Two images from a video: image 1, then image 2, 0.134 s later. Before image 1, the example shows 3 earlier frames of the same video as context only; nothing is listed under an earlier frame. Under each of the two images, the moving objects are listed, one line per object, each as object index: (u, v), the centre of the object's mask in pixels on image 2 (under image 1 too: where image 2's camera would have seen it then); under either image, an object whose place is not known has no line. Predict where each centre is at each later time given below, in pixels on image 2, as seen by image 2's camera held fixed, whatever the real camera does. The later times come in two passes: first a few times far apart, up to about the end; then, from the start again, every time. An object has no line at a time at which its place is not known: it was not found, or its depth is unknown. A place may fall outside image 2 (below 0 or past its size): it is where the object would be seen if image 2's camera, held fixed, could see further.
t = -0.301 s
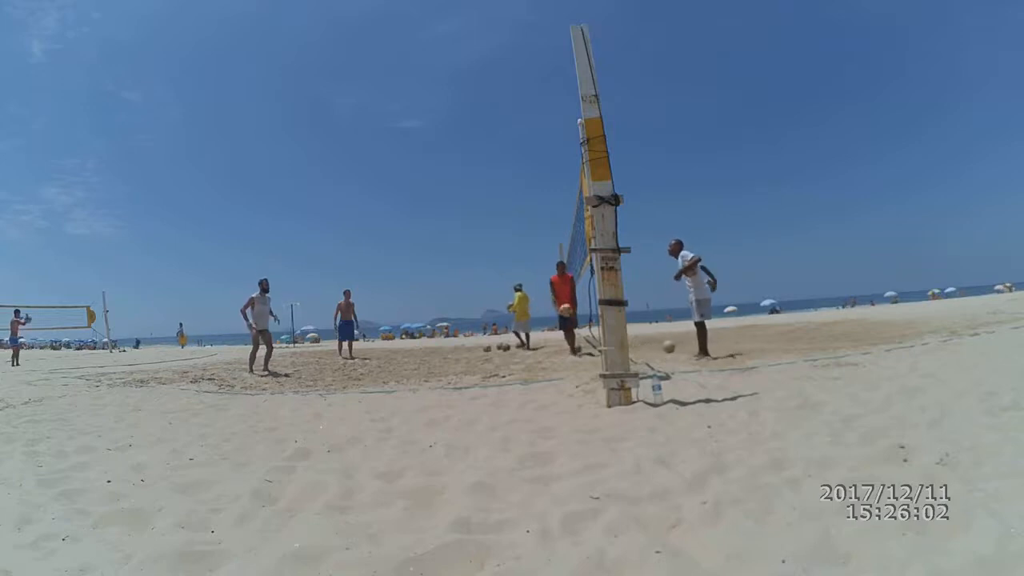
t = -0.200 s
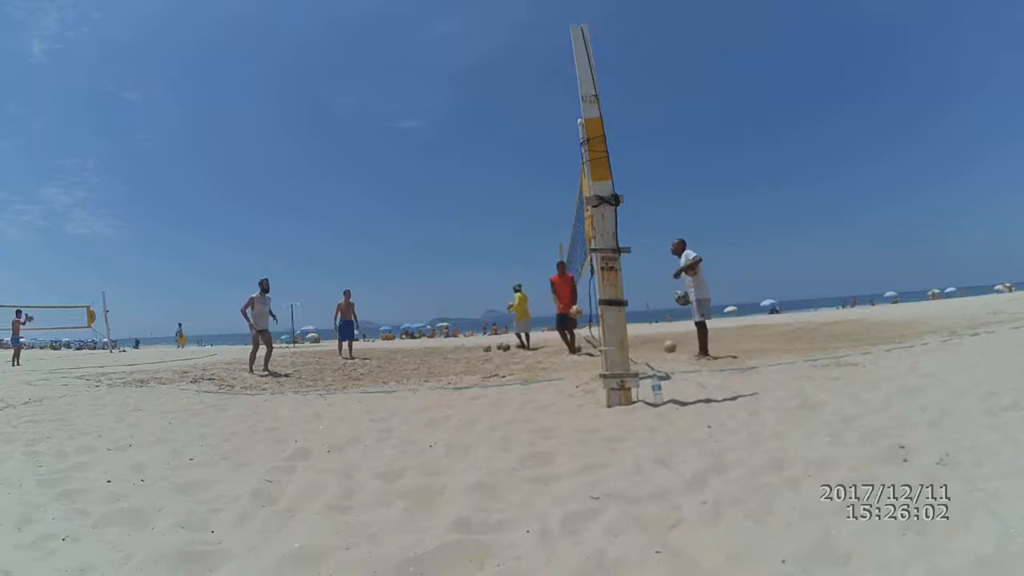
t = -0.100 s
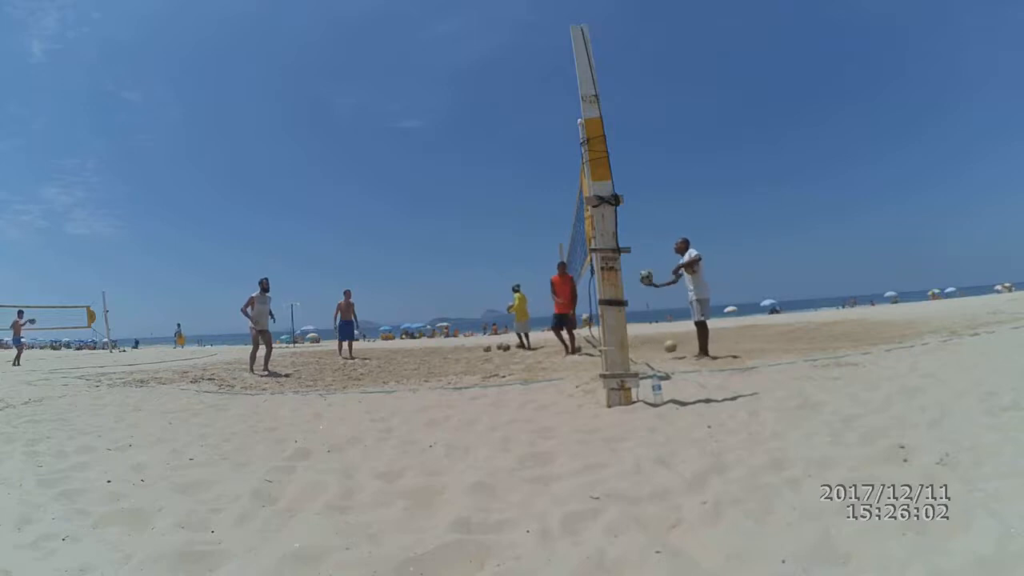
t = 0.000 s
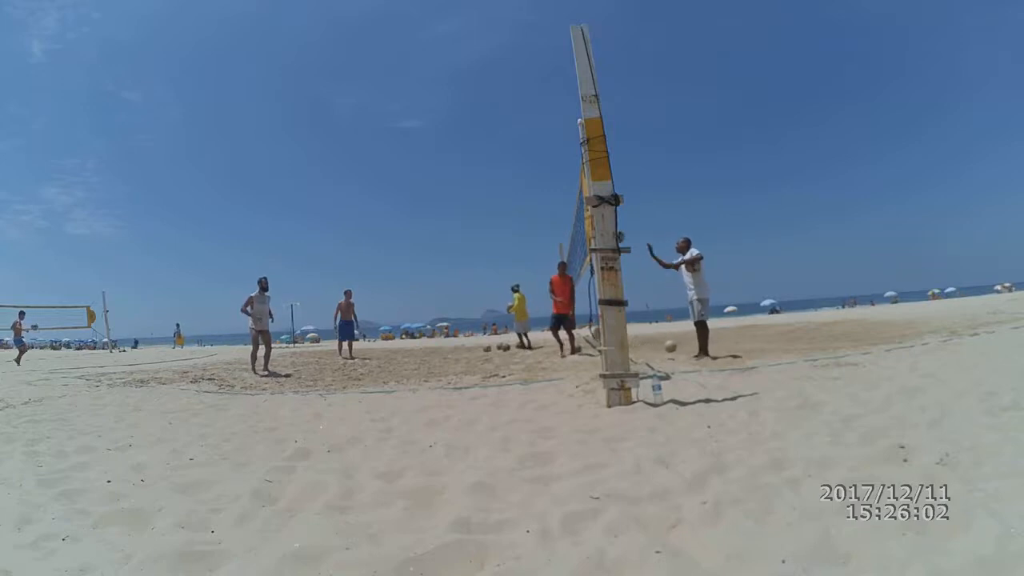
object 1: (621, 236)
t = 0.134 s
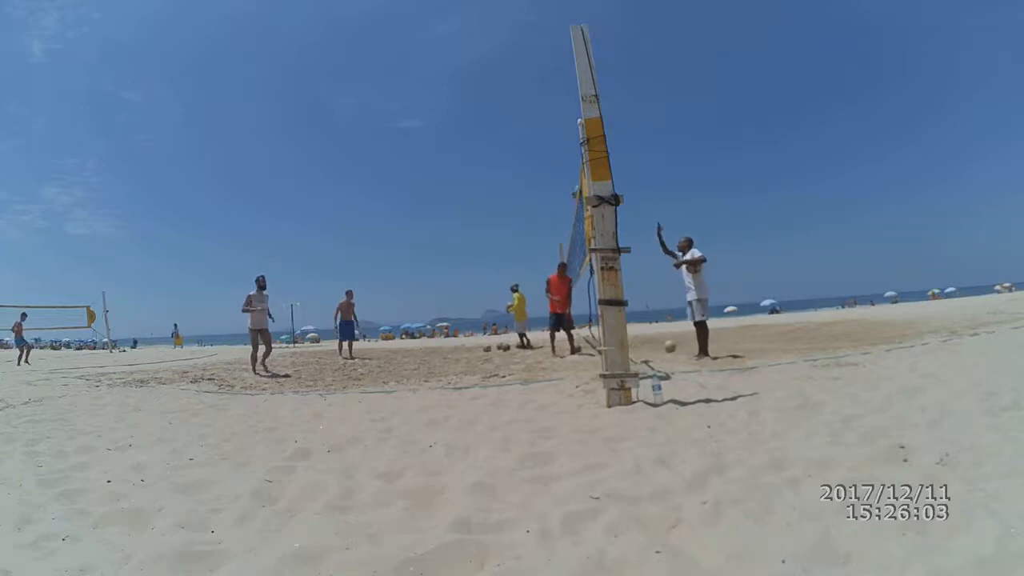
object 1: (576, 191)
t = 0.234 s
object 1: (551, 167)
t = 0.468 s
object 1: (488, 137)
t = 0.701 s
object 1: (427, 143)
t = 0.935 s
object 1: (367, 186)
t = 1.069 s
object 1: (333, 230)
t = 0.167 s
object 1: (569, 184)
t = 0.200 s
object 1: (560, 175)
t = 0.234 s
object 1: (551, 167)
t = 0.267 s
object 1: (542, 161)
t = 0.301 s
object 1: (532, 155)
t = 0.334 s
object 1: (523, 150)
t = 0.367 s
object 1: (514, 146)
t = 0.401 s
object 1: (505, 142)
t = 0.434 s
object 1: (496, 137)
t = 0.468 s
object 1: (488, 137)
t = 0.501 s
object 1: (479, 136)
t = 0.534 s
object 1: (470, 135)
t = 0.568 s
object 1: (461, 135)
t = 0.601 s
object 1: (453, 136)
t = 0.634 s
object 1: (444, 137)
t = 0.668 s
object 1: (435, 140)
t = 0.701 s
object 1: (427, 143)
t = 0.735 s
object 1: (418, 147)
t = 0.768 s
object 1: (410, 151)
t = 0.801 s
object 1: (401, 157)
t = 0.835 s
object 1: (392, 163)
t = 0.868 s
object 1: (383, 170)
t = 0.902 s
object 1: (375, 178)
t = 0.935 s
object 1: (367, 186)
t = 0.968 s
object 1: (358, 196)
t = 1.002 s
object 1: (350, 206)
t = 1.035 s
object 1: (342, 217)
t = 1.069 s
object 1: (333, 230)
